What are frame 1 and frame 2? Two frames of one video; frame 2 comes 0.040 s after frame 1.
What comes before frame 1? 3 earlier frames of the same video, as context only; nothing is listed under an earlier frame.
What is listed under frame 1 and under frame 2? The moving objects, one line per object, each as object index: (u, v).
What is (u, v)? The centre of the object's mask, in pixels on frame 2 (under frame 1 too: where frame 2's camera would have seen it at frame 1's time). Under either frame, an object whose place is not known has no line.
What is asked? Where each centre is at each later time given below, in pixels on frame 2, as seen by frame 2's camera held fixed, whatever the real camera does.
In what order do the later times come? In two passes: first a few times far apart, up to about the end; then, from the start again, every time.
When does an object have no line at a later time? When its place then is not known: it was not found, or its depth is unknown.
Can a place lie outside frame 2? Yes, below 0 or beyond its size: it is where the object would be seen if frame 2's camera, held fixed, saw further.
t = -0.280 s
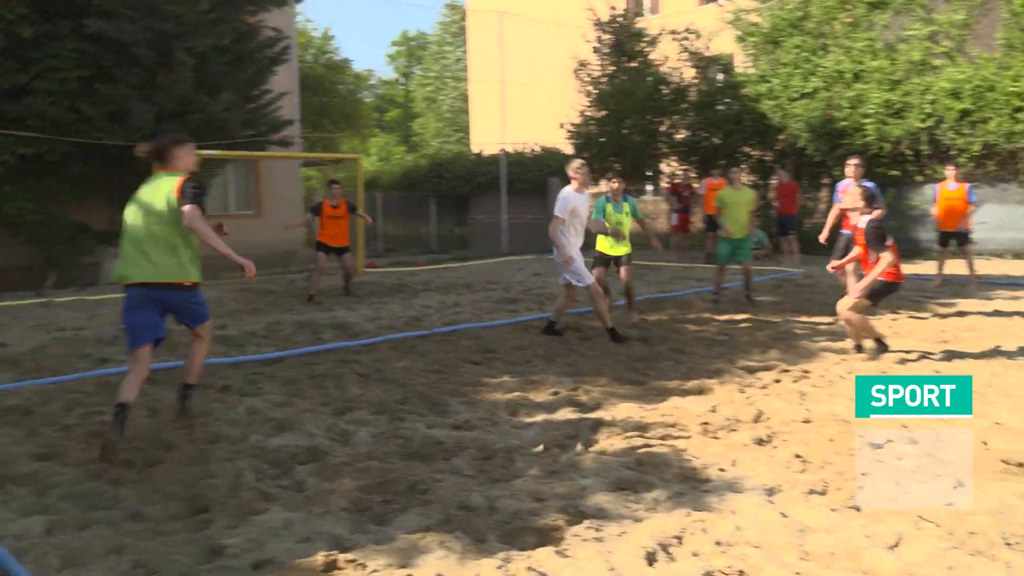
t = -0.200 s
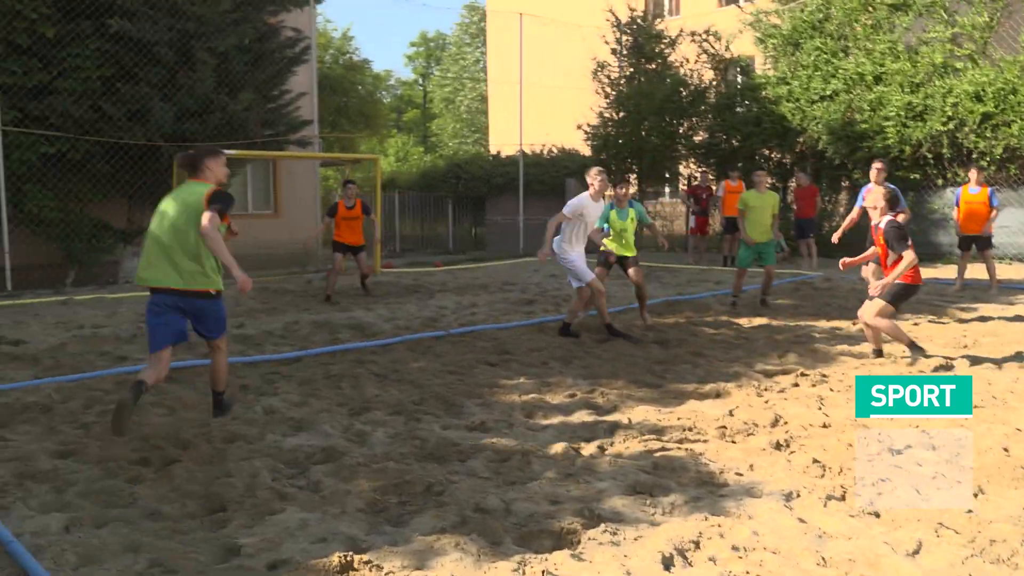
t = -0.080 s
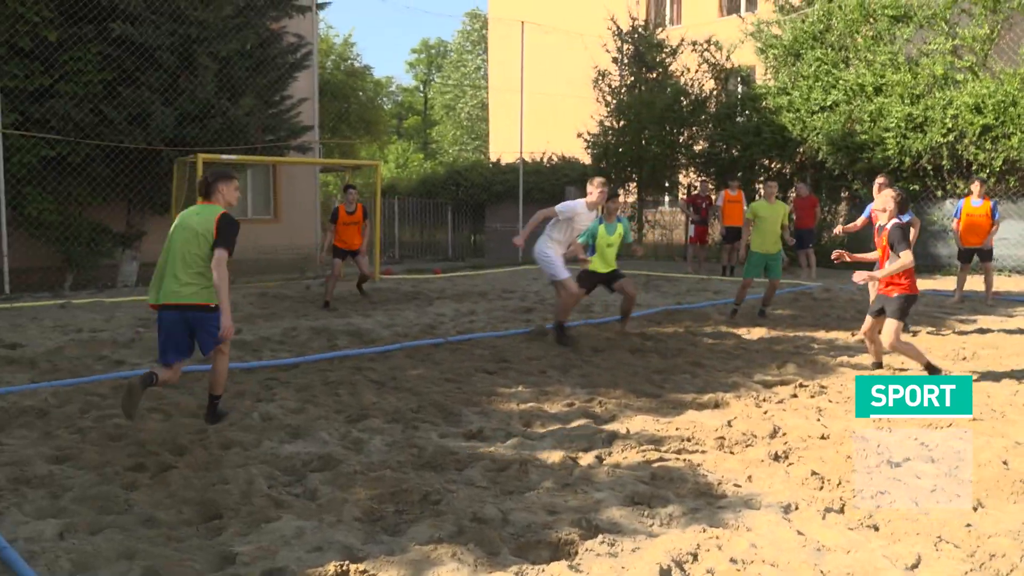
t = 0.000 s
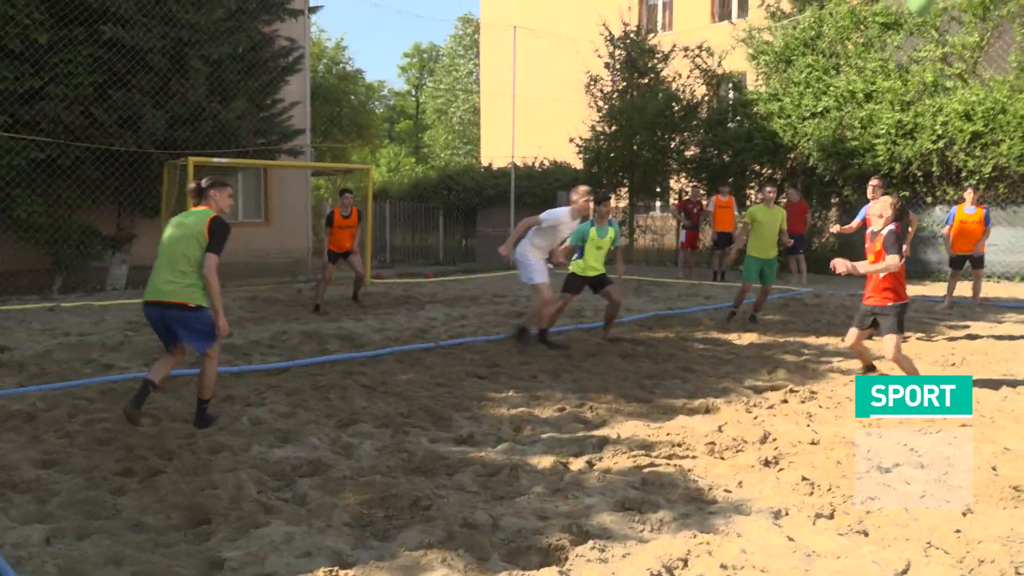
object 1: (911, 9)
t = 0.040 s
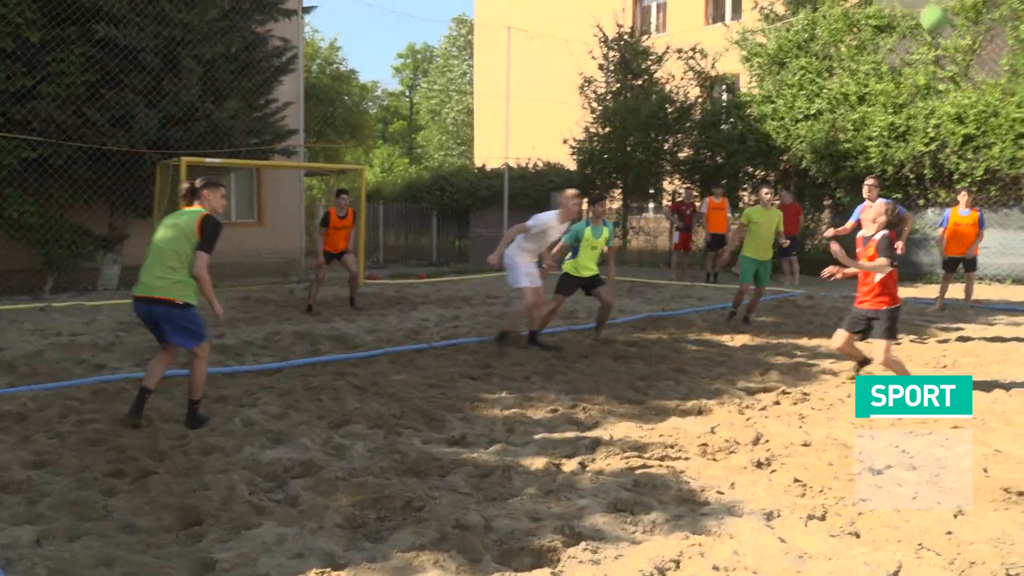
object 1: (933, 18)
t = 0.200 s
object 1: (1017, 98)
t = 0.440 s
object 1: (1152, 300)
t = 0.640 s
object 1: (1232, 368)
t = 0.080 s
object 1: (953, 34)
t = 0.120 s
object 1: (974, 52)
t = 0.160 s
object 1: (995, 73)
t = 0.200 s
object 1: (1017, 98)
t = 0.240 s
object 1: (1038, 123)
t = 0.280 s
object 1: (1061, 155)
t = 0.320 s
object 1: (1084, 187)
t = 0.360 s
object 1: (1106, 222)
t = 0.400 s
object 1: (1128, 261)
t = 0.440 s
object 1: (1152, 300)
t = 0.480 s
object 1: (1176, 348)
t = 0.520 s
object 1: (1200, 395)
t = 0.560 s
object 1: (1216, 414)
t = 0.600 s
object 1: (1224, 391)
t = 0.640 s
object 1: (1232, 368)
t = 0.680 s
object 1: (1240, 348)
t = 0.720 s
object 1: (1248, 331)
